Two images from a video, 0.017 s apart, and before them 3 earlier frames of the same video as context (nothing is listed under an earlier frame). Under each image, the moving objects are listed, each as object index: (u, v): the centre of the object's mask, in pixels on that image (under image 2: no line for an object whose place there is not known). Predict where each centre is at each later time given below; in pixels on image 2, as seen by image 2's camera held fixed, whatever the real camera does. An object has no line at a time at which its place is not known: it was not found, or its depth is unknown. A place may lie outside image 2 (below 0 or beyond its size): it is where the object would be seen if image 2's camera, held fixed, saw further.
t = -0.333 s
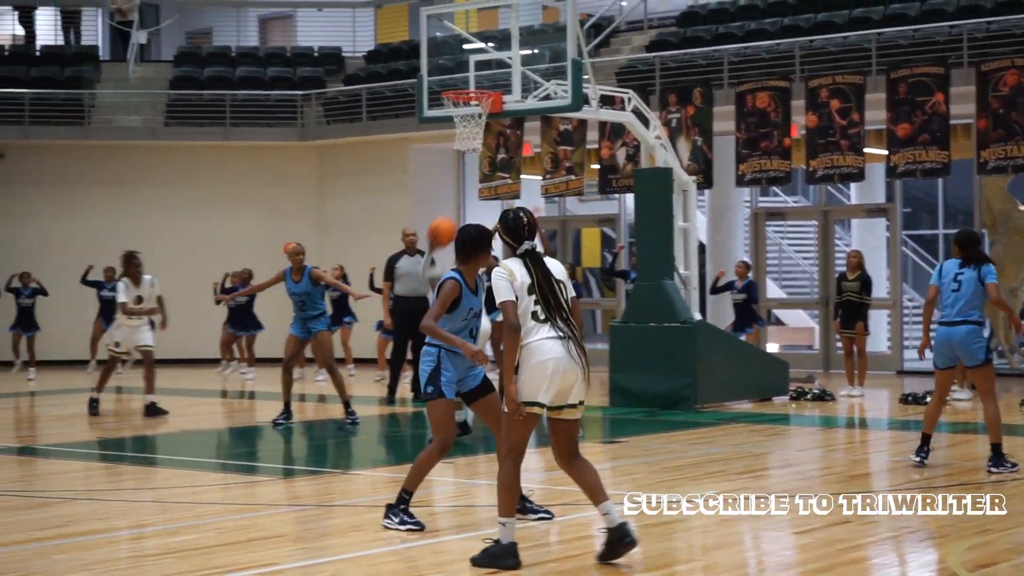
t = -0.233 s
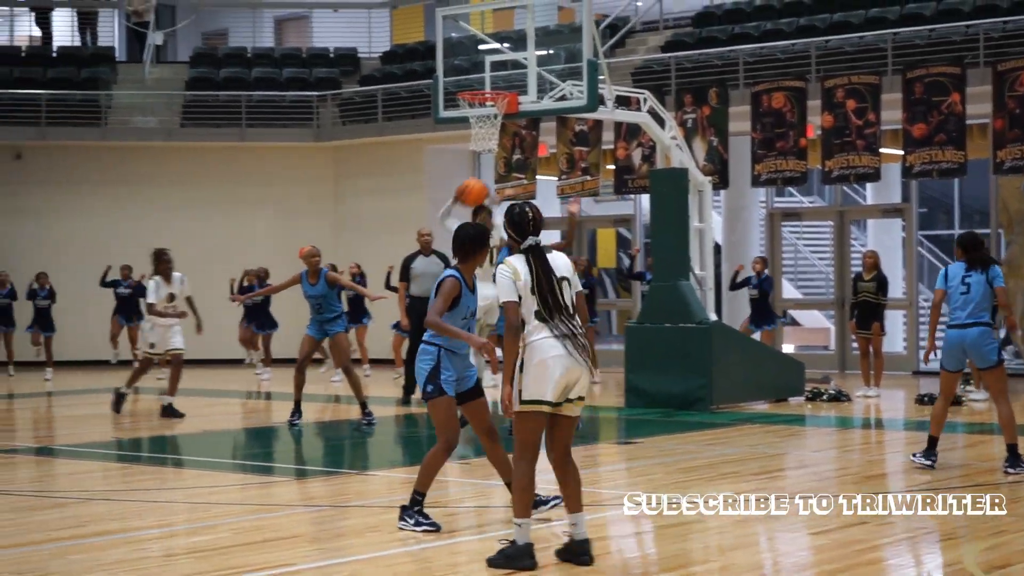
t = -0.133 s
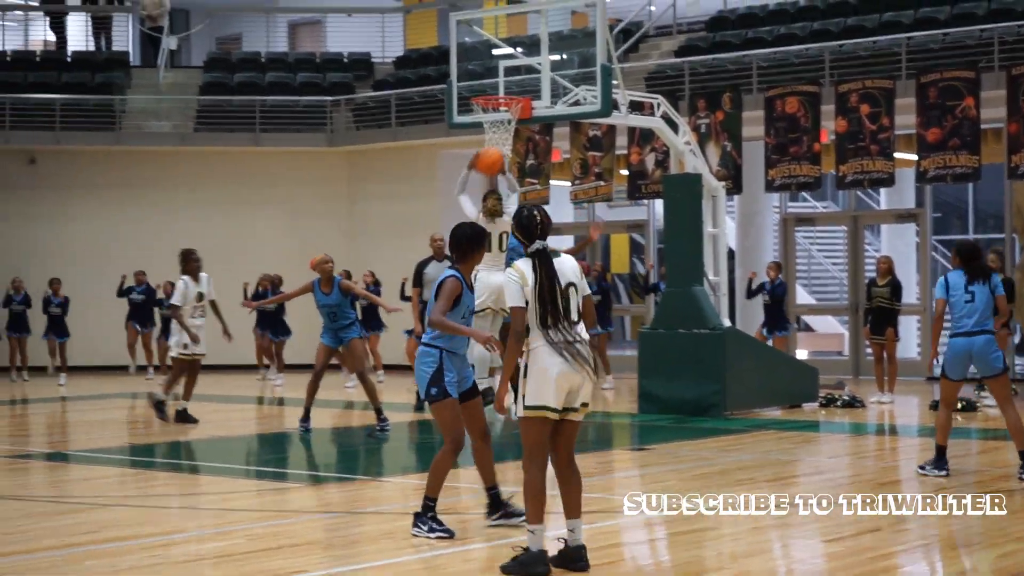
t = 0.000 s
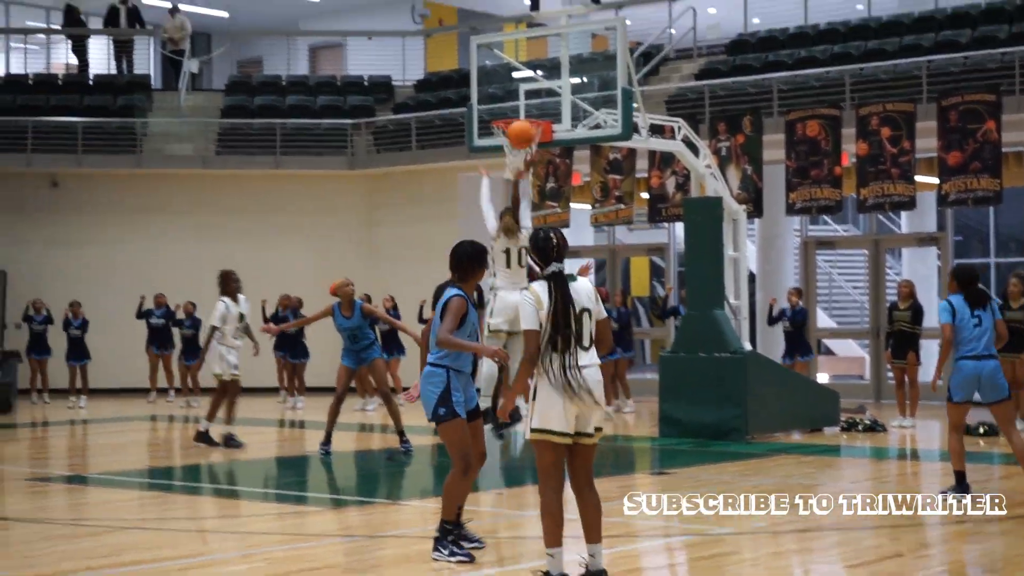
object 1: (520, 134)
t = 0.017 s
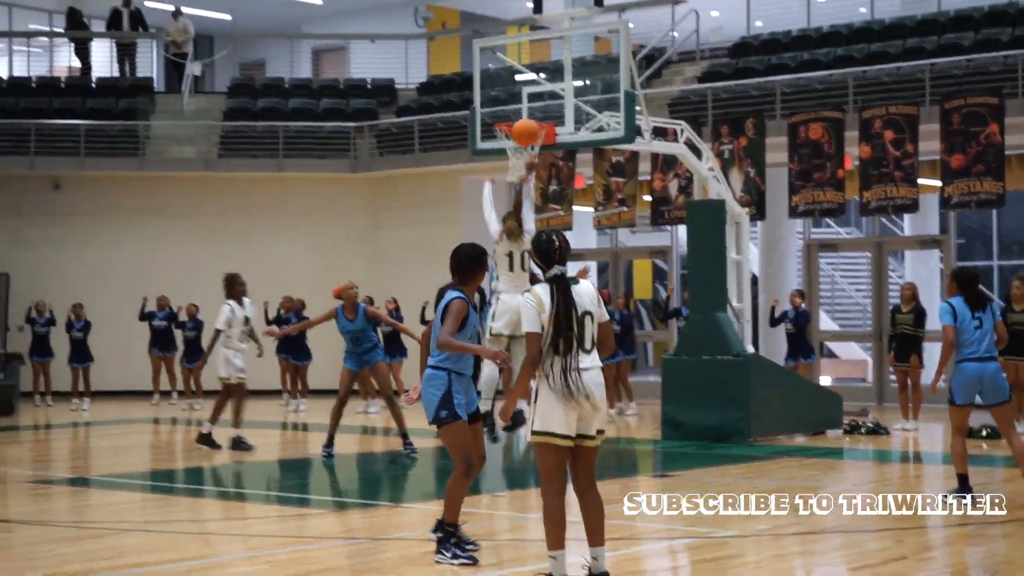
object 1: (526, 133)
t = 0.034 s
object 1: (529, 128)
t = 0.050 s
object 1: (530, 125)
